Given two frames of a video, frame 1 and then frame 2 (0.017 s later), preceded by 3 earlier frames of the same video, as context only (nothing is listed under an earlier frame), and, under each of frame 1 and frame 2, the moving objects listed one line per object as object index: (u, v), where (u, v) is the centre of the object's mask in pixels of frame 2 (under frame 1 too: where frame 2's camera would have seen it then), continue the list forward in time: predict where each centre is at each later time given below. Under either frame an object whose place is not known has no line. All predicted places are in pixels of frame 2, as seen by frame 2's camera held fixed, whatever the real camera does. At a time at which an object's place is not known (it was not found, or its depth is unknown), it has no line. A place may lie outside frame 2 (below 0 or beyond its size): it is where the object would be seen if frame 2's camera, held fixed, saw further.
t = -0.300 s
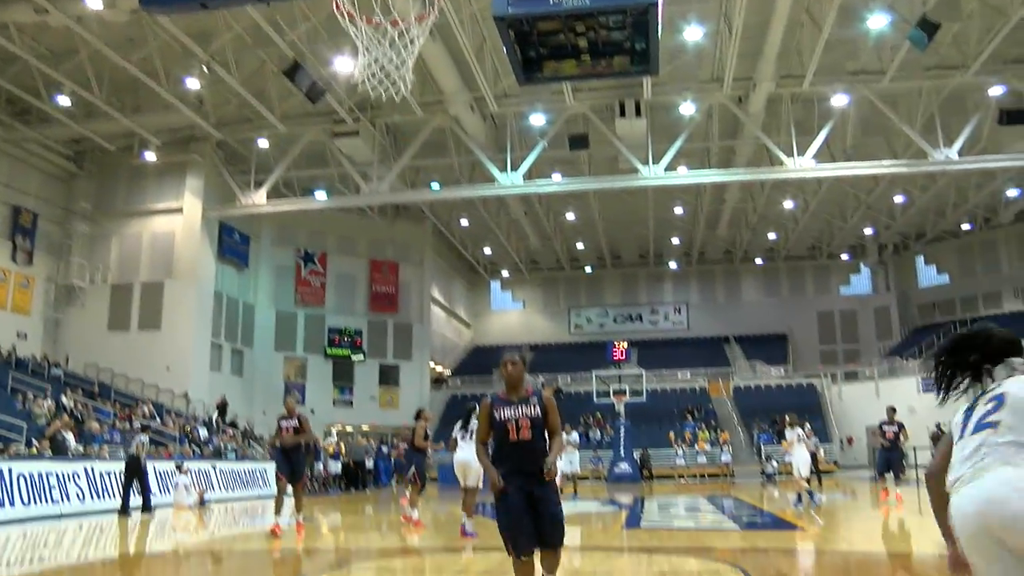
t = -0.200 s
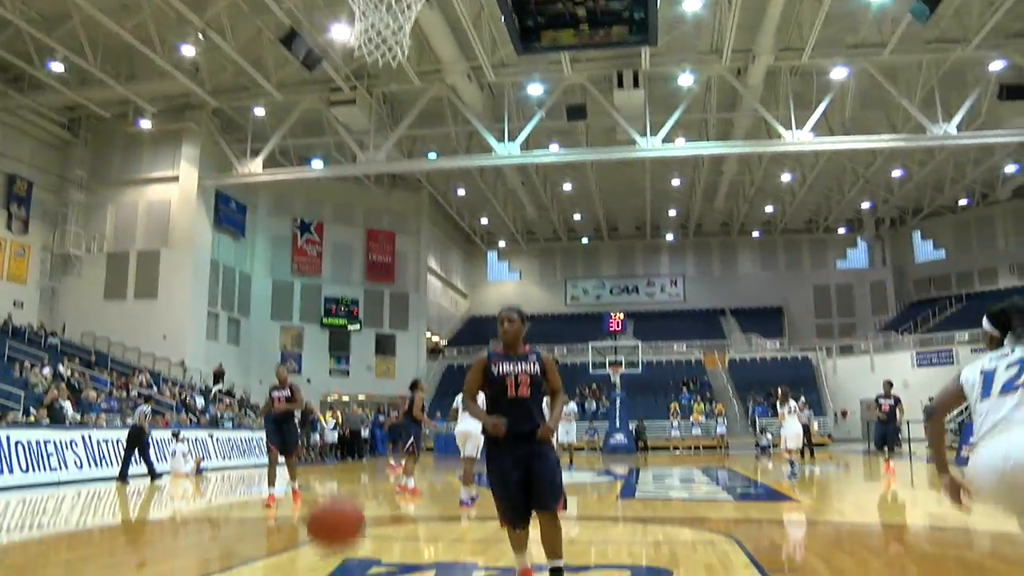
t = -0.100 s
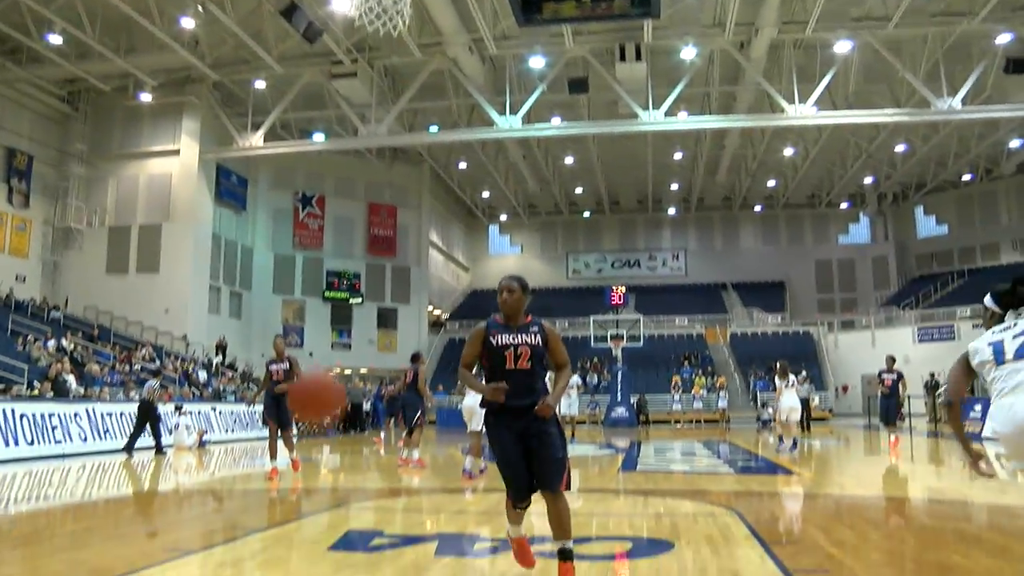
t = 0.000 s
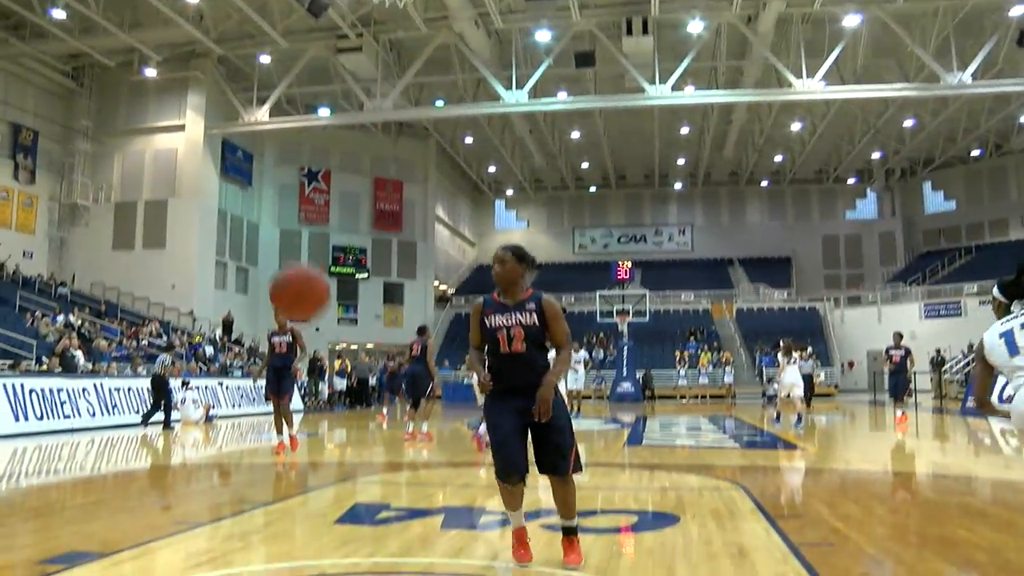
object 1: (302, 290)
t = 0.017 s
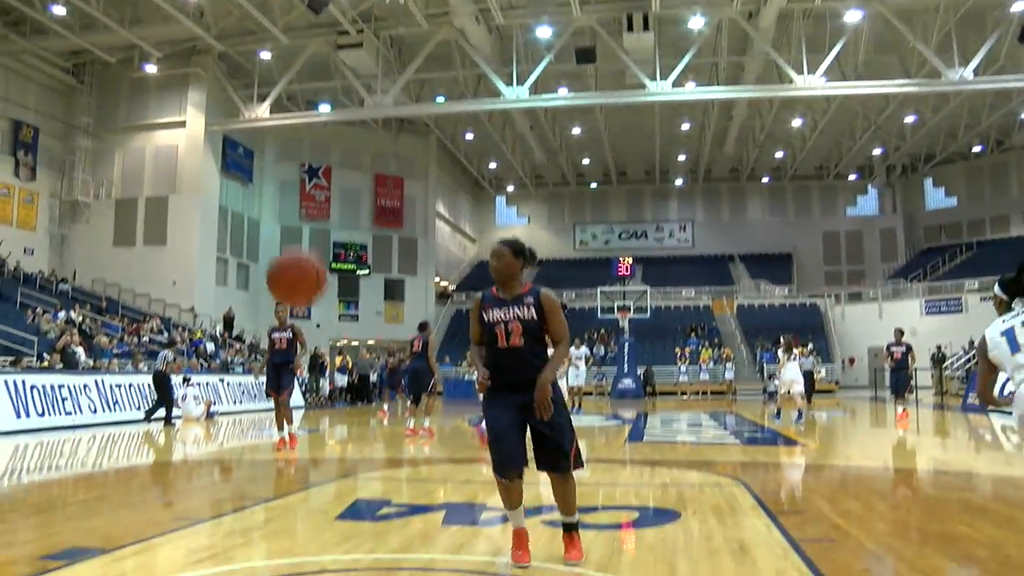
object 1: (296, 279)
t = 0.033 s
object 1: (292, 268)
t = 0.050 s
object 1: (288, 259)
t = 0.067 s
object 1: (283, 249)
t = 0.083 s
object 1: (278, 241)
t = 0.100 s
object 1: (274, 233)
